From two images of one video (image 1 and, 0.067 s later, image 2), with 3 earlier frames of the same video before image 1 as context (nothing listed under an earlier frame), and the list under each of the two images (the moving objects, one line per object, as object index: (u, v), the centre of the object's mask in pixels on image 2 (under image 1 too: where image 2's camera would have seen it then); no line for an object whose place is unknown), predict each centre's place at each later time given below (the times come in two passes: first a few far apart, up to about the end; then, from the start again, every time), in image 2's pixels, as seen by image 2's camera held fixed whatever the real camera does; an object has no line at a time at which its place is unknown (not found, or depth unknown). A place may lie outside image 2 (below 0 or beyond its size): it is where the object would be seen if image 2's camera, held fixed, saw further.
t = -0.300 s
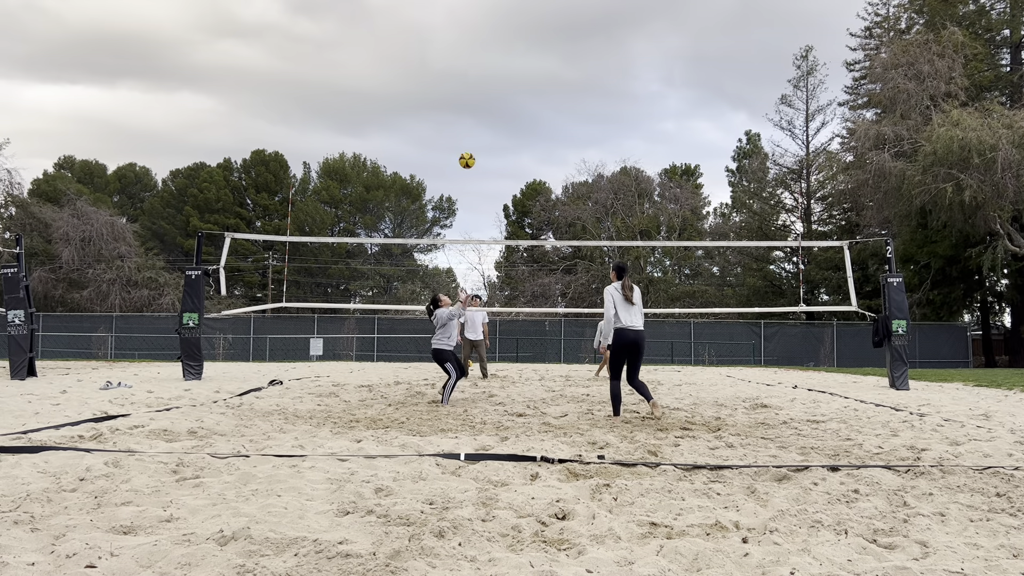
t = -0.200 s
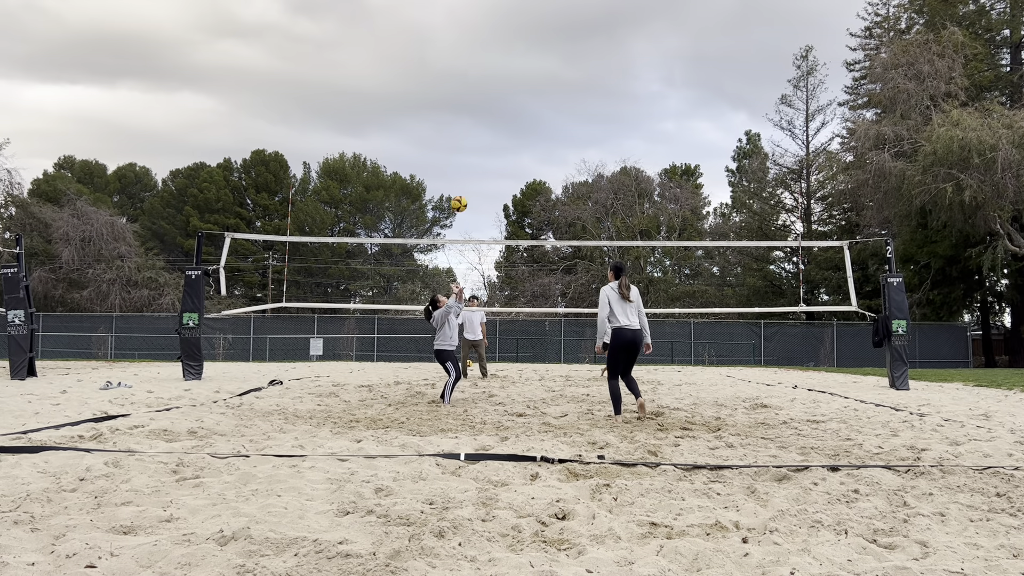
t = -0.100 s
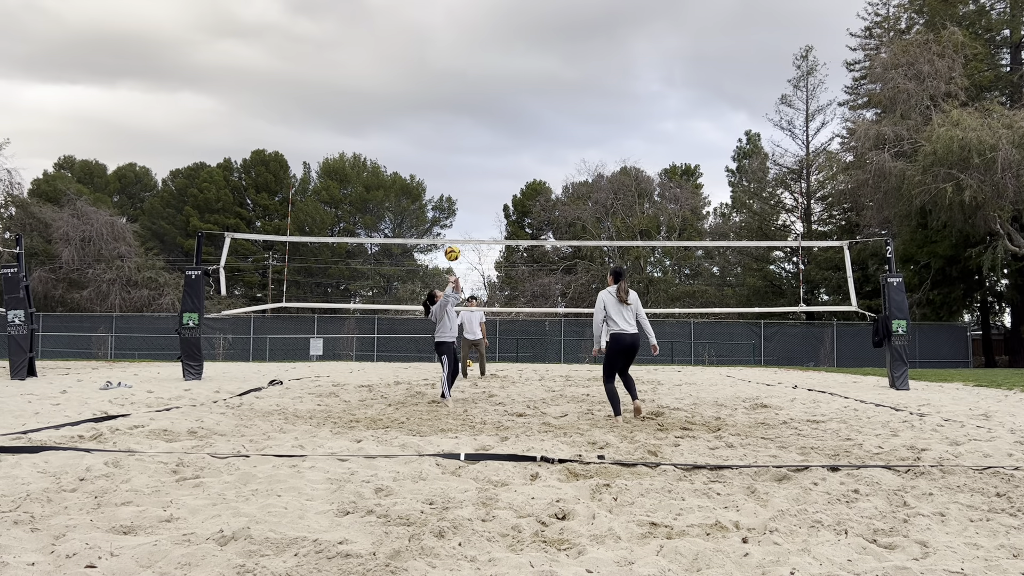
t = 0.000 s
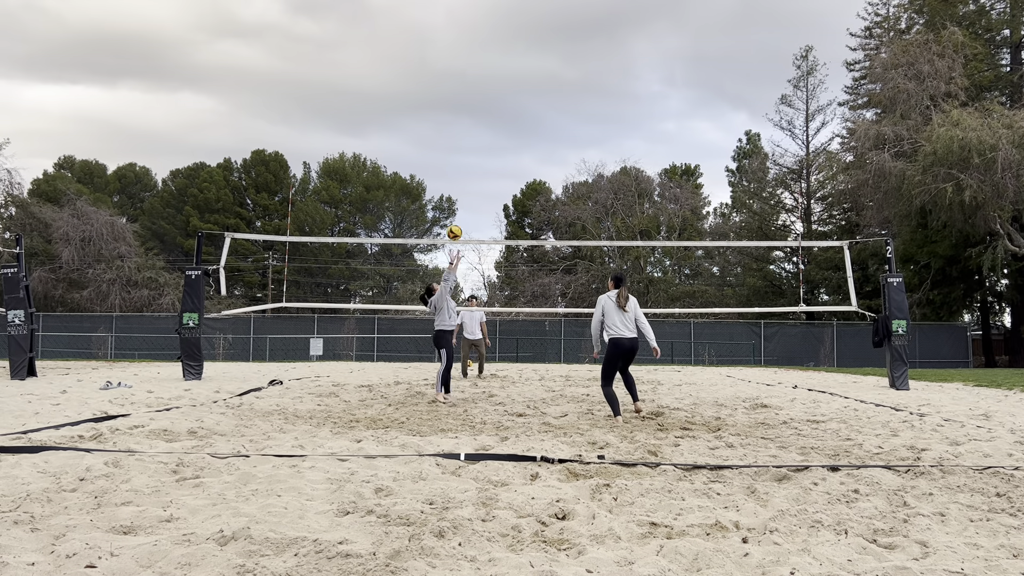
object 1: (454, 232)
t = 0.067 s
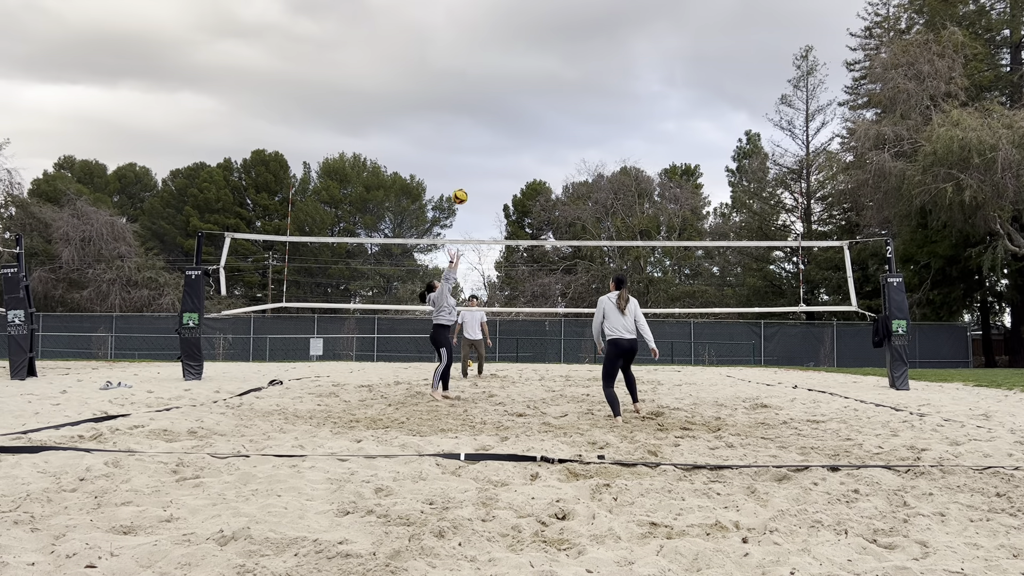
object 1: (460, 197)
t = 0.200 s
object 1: (471, 135)
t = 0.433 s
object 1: (491, 63)
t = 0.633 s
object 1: (507, 35)
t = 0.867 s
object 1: (526, 41)
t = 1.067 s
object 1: (543, 80)
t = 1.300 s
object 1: (562, 164)
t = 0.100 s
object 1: (462, 180)
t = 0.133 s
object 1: (465, 164)
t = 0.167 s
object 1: (468, 149)
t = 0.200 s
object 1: (471, 135)
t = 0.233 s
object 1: (474, 122)
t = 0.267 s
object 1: (477, 110)
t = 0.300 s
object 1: (480, 99)
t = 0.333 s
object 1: (482, 89)
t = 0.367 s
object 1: (485, 79)
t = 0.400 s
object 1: (488, 71)
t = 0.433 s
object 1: (491, 63)
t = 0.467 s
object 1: (493, 56)
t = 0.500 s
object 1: (496, 50)
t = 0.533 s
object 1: (499, 45)
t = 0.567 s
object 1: (502, 41)
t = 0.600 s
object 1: (504, 37)
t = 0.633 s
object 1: (507, 35)
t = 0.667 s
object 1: (510, 33)
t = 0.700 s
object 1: (513, 32)
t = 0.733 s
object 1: (515, 32)
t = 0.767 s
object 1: (518, 33)
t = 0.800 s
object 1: (521, 35)
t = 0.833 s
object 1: (523, 37)
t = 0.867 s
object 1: (526, 41)
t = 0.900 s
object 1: (529, 45)
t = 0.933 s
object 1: (532, 50)
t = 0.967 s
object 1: (534, 56)
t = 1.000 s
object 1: (537, 63)
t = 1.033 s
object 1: (540, 71)
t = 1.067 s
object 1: (543, 80)
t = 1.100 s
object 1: (546, 89)
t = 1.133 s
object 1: (548, 100)
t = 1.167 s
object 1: (551, 111)
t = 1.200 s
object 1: (554, 123)
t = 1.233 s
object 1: (557, 136)
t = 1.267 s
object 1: (560, 149)
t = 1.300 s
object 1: (562, 164)
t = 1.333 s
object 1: (565, 179)
